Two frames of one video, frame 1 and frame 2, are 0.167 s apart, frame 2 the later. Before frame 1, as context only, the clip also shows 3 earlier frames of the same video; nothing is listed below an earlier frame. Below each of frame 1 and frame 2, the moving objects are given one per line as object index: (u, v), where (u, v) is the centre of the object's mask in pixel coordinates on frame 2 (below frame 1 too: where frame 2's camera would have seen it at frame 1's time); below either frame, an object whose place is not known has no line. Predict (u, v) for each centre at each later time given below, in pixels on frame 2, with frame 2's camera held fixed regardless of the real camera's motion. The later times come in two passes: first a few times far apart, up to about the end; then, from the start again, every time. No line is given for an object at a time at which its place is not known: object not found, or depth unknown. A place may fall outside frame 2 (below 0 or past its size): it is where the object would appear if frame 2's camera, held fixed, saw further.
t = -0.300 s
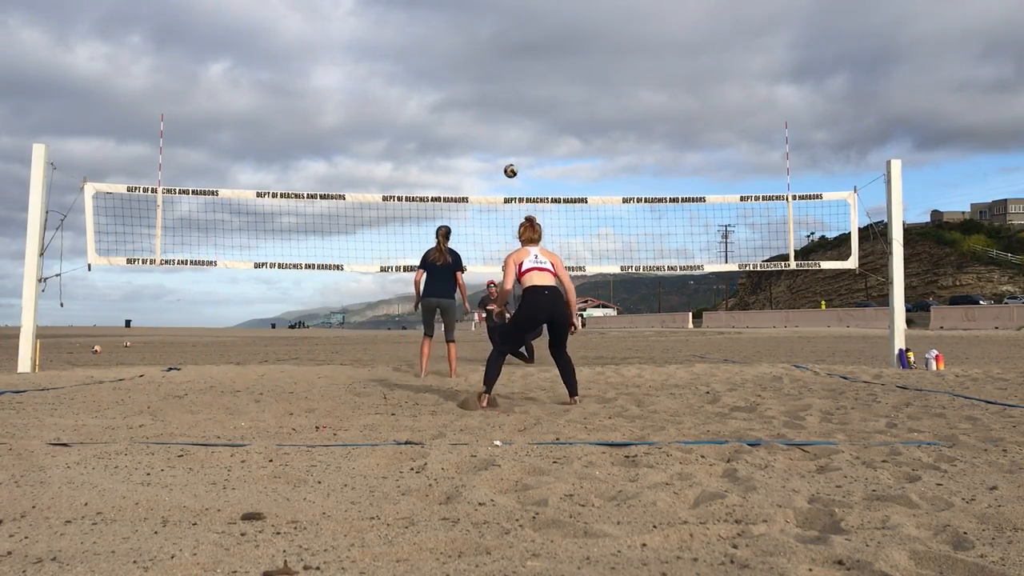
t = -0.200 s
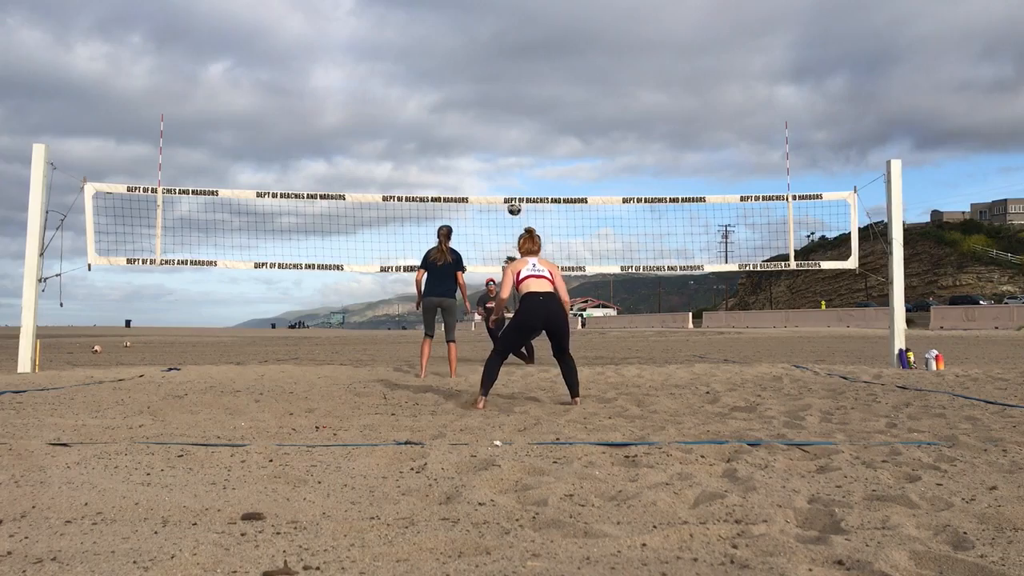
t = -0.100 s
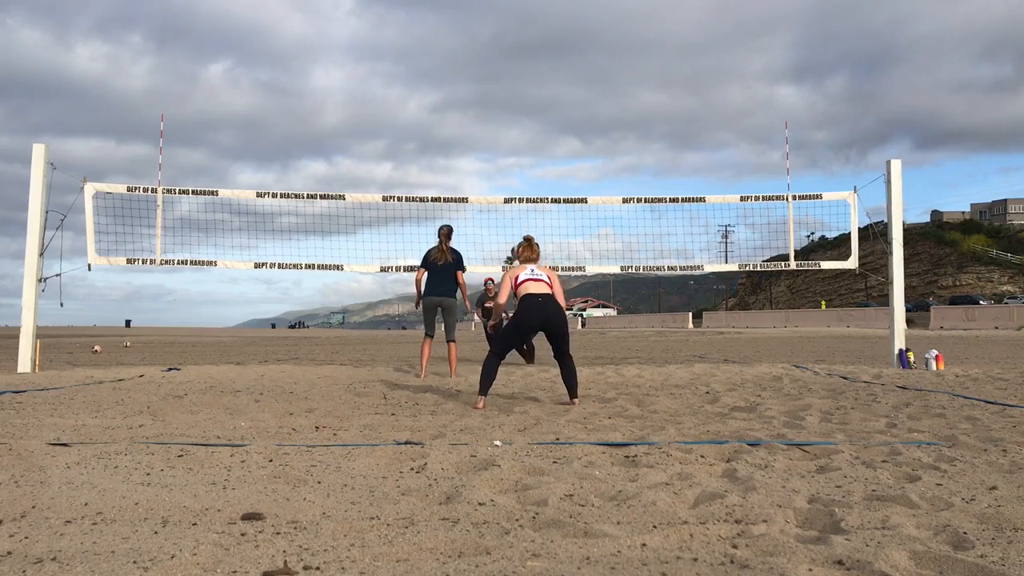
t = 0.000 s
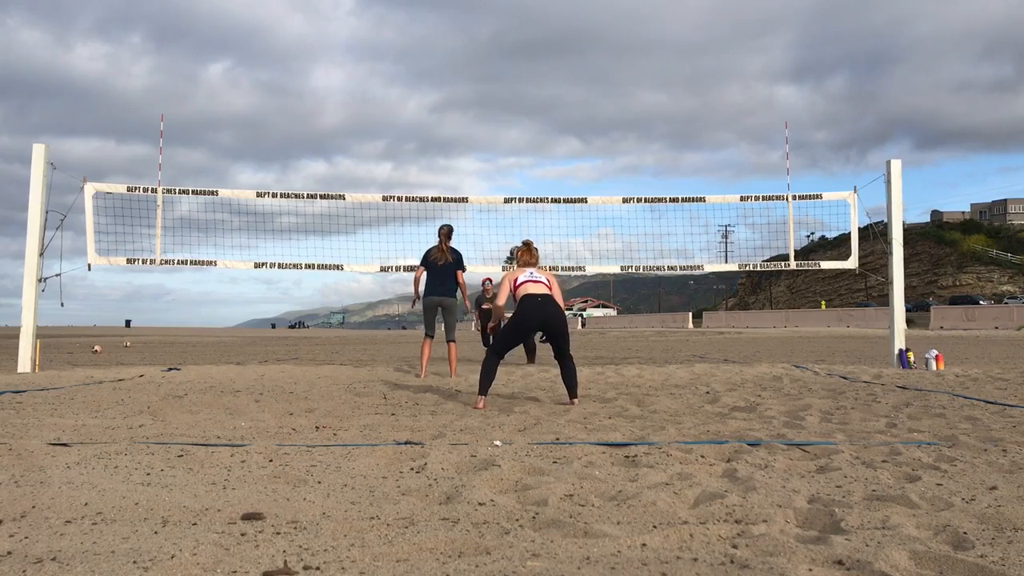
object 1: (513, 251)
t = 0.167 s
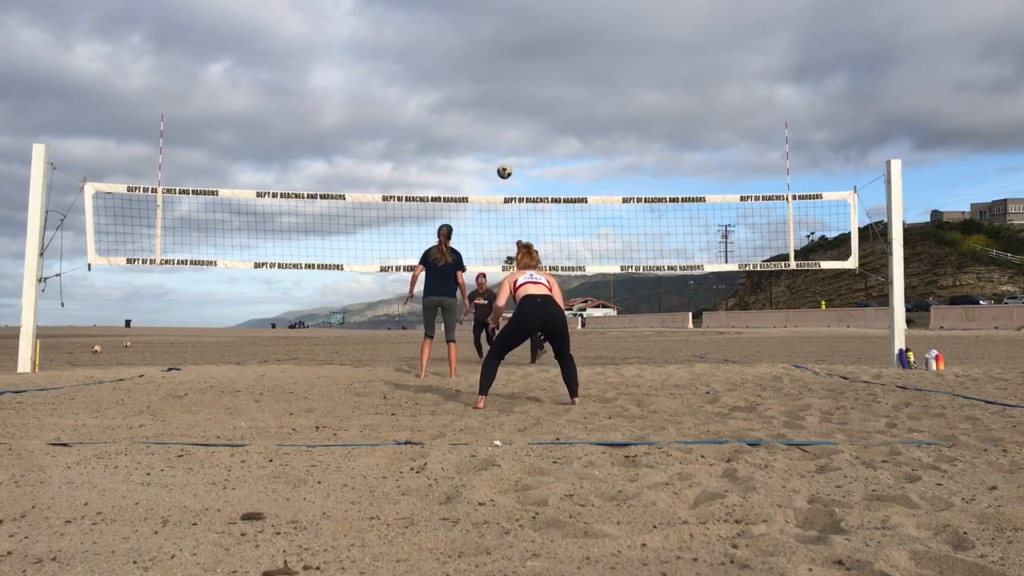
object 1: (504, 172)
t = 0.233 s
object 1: (499, 144)
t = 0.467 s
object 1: (480, 69)
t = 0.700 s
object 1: (461, 29)
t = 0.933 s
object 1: (440, 26)
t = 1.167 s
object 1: (420, 61)
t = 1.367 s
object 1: (405, 119)
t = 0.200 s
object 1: (501, 158)
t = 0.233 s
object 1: (499, 144)
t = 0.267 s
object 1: (496, 131)
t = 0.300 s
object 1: (493, 118)
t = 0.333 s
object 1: (491, 107)
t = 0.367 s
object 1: (488, 96)
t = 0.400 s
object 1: (485, 86)
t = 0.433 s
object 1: (483, 77)
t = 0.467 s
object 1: (480, 69)
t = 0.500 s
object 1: (477, 61)
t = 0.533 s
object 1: (474, 54)
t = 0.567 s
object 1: (471, 47)
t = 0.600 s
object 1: (469, 41)
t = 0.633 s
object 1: (466, 37)
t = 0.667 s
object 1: (463, 33)
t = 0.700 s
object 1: (461, 29)
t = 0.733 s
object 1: (458, 27)
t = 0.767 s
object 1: (455, 24)
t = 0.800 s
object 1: (452, 23)
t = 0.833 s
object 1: (449, 23)
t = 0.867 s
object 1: (447, 23)
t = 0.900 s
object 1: (443, 24)
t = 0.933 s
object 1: (440, 26)
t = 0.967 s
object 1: (438, 29)
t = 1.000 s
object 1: (435, 32)
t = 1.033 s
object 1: (432, 36)
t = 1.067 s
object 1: (429, 41)
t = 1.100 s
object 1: (426, 47)
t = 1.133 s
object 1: (423, 53)
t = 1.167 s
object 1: (420, 61)
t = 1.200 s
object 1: (418, 69)
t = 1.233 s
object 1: (415, 78)
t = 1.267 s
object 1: (412, 87)
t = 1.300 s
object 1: (410, 97)
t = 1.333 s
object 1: (407, 108)
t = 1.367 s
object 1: (405, 119)
